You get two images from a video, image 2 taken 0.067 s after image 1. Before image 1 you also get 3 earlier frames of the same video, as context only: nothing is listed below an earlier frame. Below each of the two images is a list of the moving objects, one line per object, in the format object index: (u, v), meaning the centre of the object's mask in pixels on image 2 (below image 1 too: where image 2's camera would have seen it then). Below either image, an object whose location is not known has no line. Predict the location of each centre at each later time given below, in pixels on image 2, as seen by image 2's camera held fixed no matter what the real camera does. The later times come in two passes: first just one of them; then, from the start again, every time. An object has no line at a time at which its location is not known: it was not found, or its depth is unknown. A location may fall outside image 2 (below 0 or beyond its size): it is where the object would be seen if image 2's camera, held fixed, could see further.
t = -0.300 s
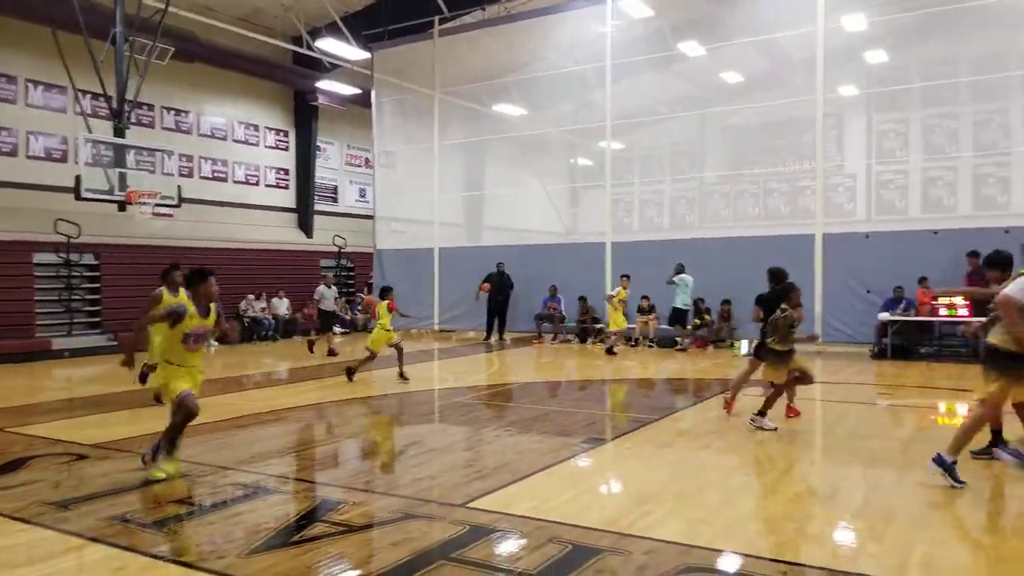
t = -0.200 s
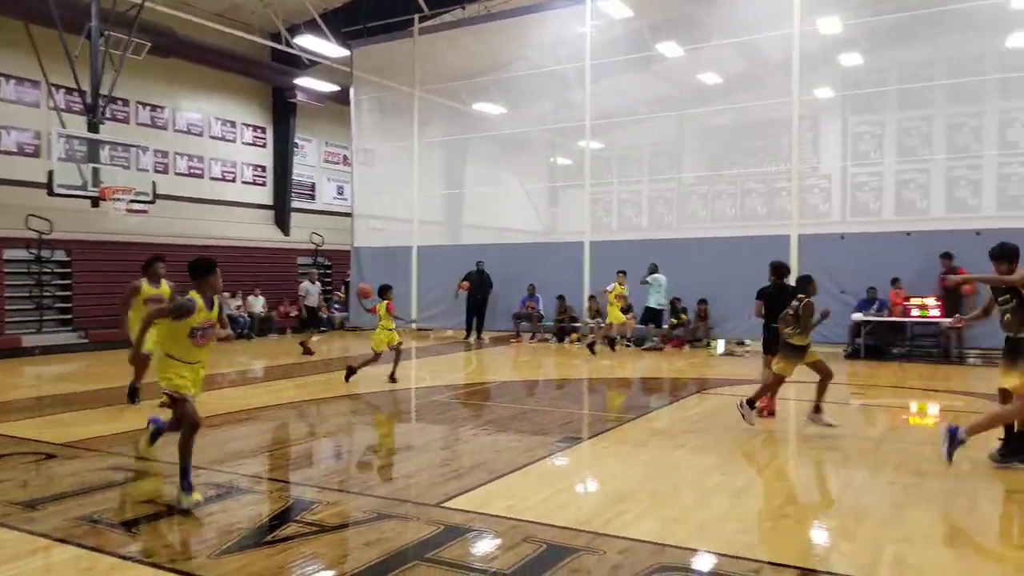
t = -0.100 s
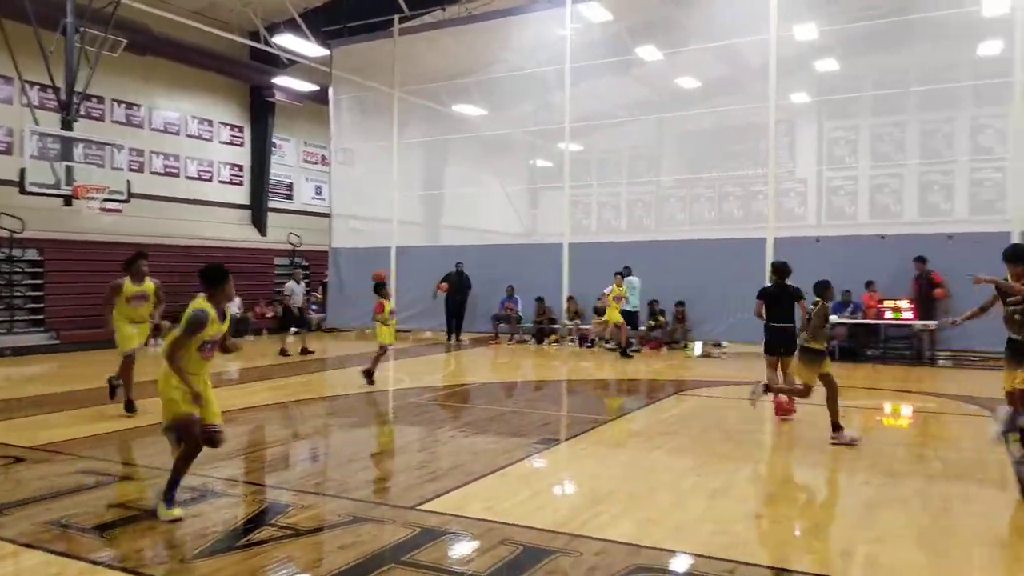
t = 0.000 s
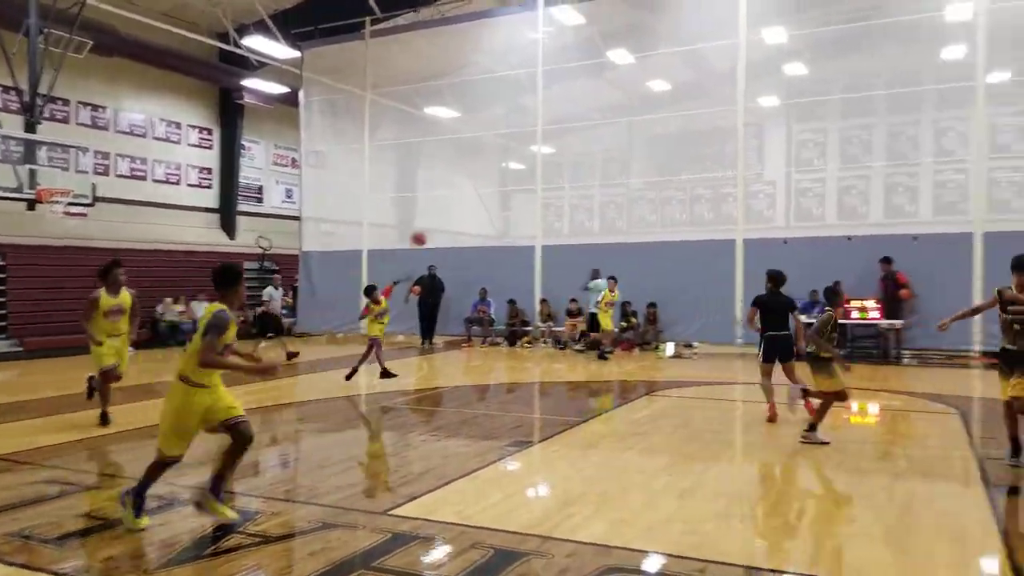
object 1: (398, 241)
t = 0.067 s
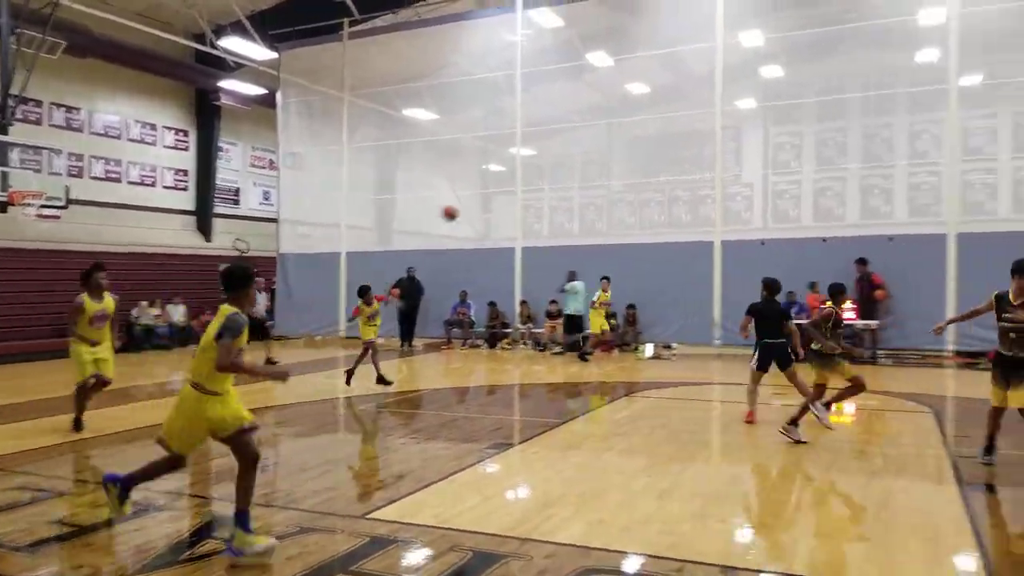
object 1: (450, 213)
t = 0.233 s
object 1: (581, 153)
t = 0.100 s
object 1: (475, 200)
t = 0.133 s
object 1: (501, 187)
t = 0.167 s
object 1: (527, 176)
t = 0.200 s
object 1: (554, 165)
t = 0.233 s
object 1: (581, 153)
